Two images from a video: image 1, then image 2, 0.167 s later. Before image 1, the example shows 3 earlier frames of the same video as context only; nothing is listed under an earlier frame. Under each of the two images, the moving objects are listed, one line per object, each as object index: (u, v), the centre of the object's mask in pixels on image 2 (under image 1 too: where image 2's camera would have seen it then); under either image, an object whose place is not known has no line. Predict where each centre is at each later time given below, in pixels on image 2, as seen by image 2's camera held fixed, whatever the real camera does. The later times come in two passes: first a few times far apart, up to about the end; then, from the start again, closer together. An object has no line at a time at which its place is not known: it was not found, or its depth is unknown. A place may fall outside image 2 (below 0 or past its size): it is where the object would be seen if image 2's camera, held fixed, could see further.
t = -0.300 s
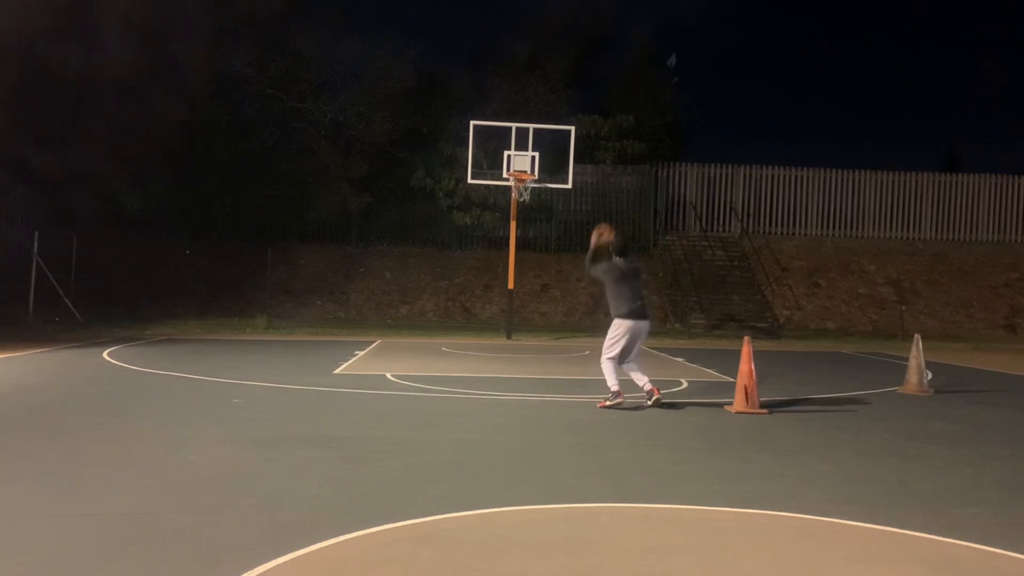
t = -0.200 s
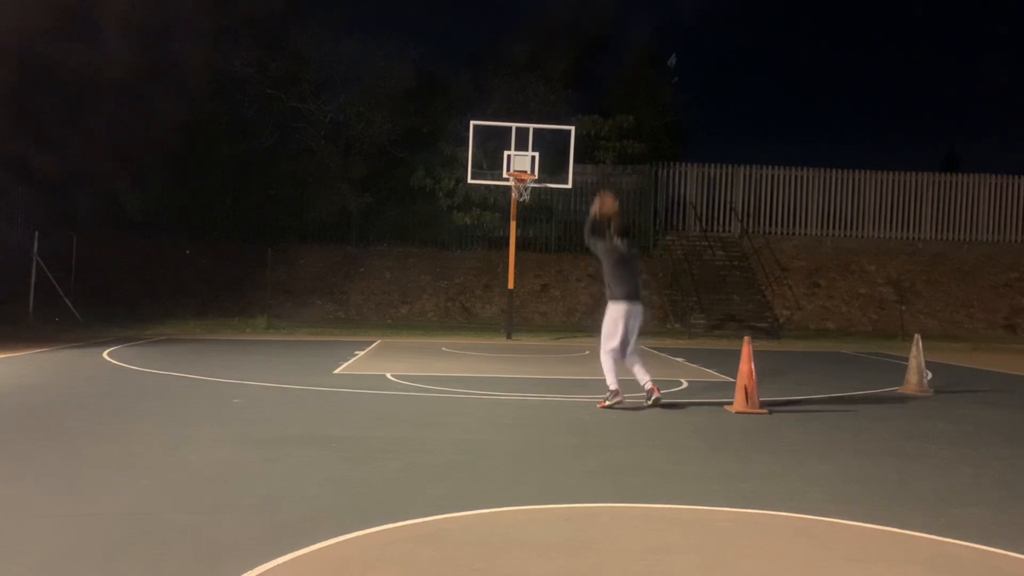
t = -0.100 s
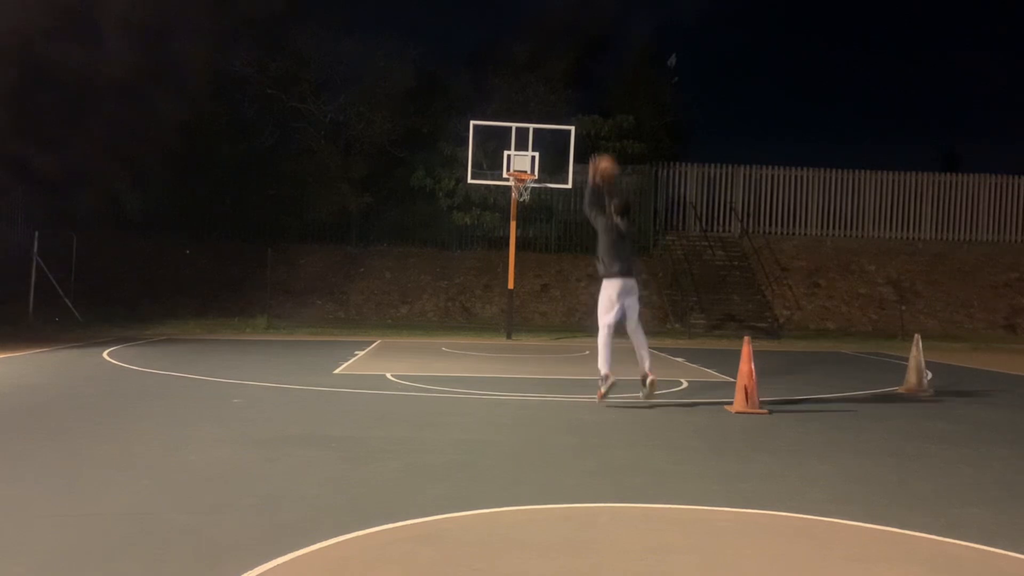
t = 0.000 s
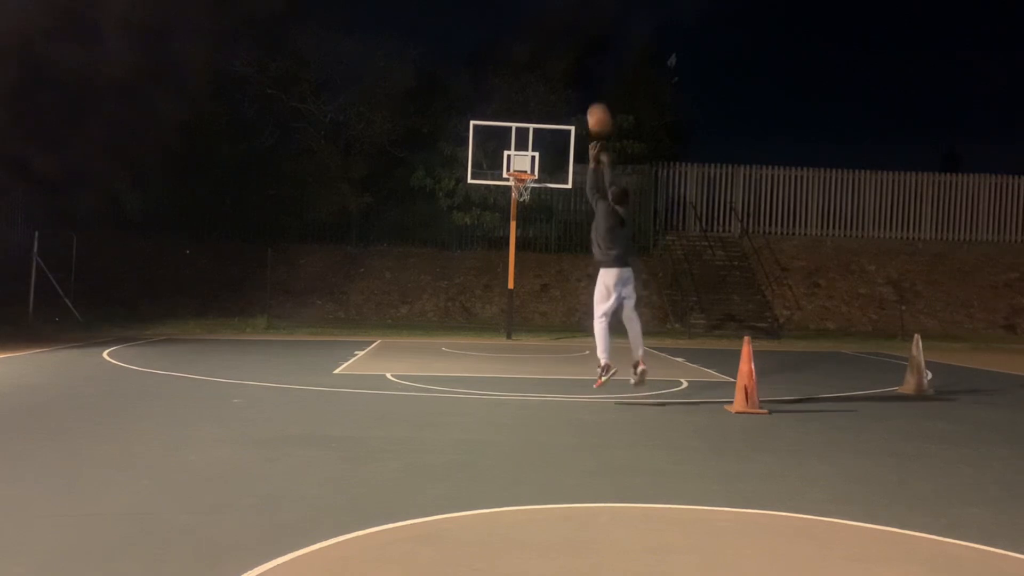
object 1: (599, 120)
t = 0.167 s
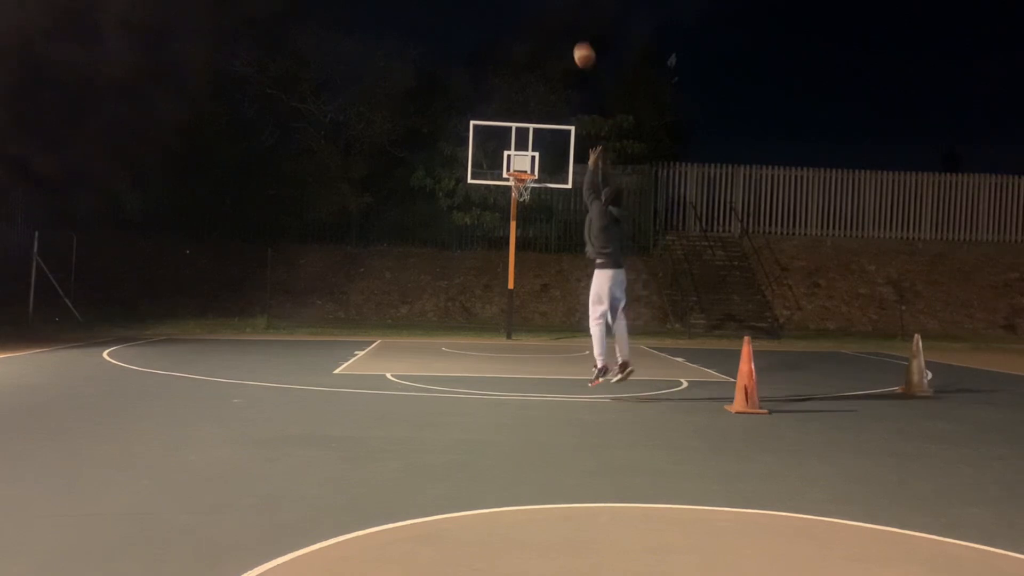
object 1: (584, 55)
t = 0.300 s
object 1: (574, 28)
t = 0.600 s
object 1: (552, 23)
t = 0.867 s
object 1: (535, 68)
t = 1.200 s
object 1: (518, 172)
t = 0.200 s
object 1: (581, 46)
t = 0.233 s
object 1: (579, 39)
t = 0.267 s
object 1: (576, 33)
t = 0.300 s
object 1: (574, 28)
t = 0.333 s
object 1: (571, 23)
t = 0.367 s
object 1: (568, 20)
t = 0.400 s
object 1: (566, 19)
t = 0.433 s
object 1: (564, 17)
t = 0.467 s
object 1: (561, 17)
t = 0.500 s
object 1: (559, 18)
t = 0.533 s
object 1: (557, 19)
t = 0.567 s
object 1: (554, 21)
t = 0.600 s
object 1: (552, 23)
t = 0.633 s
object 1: (549, 27)
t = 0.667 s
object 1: (547, 31)
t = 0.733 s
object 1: (543, 41)
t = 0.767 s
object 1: (541, 47)
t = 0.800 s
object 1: (539, 54)
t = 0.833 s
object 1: (537, 61)
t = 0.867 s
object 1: (535, 68)
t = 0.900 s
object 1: (533, 77)
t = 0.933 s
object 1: (531, 85)
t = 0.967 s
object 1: (529, 95)
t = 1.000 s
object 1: (527, 104)
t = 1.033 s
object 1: (525, 113)
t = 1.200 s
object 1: (518, 172)
